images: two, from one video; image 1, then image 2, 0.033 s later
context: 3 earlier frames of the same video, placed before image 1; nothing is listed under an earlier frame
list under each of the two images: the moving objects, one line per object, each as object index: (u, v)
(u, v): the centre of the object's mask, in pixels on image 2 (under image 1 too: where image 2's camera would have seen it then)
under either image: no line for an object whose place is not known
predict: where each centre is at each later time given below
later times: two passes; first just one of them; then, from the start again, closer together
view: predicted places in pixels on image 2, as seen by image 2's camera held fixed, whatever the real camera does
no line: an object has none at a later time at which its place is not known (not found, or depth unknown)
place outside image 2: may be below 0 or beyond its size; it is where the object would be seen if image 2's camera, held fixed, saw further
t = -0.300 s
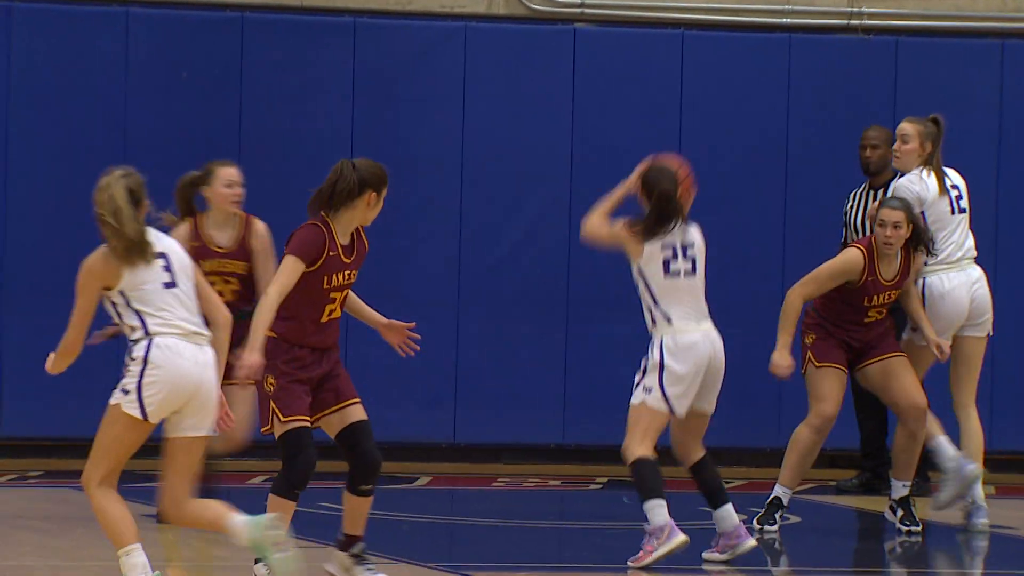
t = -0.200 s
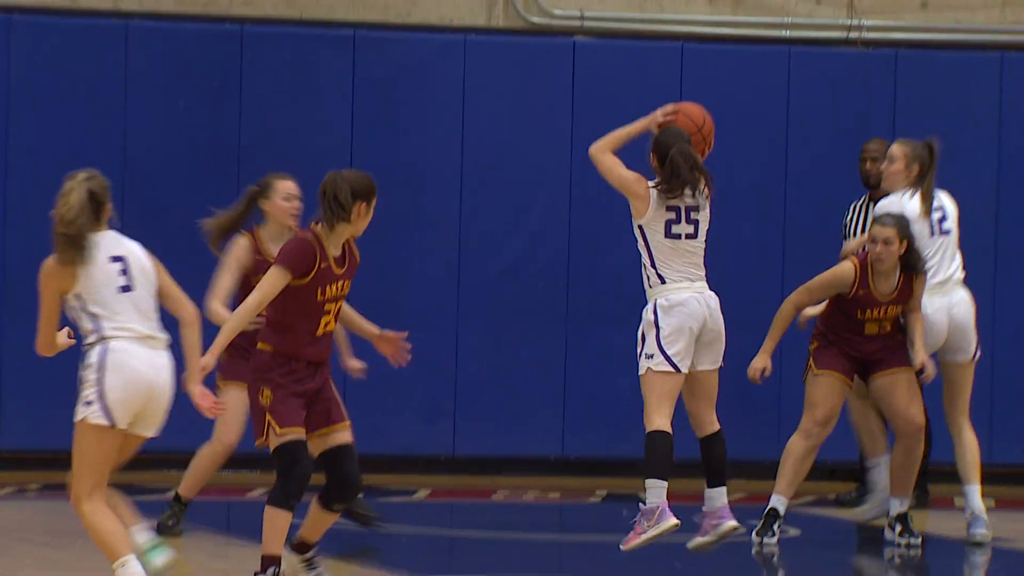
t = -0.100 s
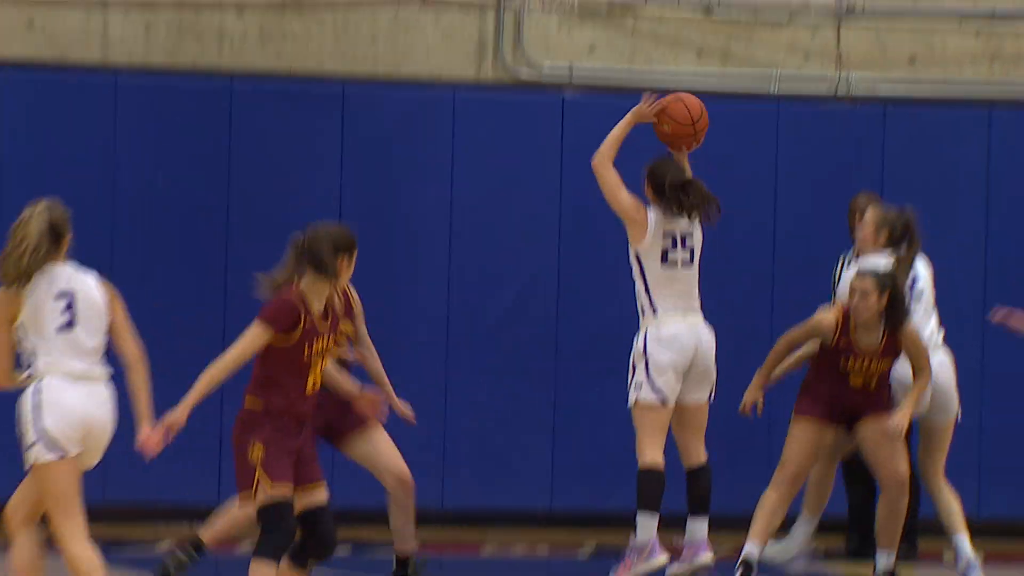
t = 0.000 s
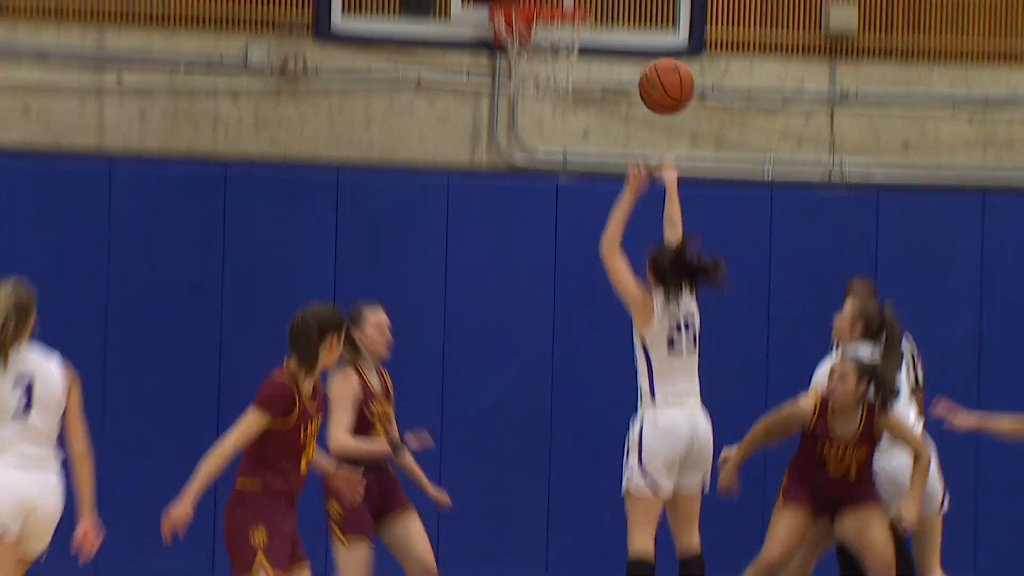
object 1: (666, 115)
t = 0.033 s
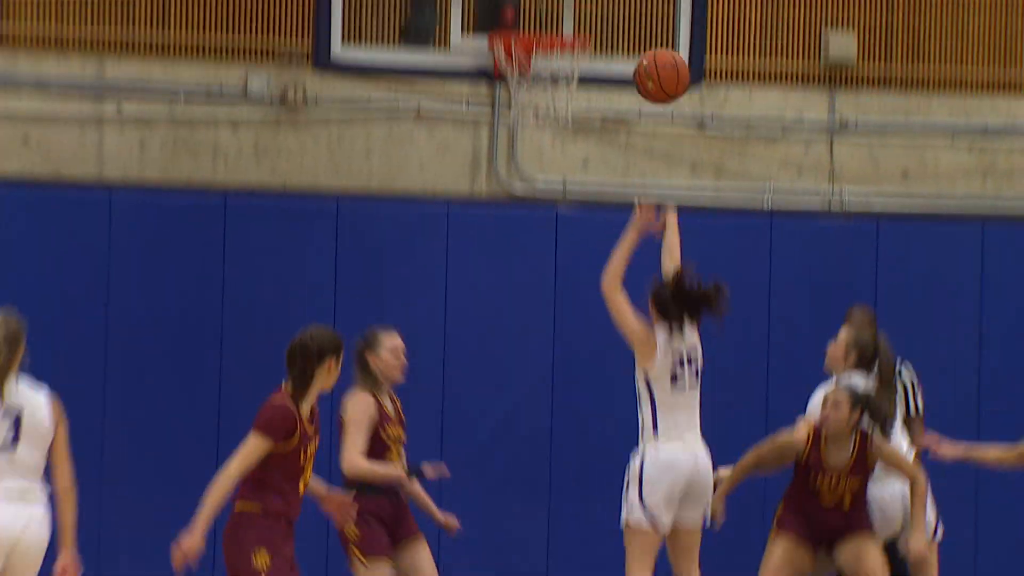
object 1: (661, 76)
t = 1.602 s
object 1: (528, 120)
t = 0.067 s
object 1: (657, 40)
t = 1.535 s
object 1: (515, 101)
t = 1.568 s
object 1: (522, 110)
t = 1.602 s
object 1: (528, 120)
